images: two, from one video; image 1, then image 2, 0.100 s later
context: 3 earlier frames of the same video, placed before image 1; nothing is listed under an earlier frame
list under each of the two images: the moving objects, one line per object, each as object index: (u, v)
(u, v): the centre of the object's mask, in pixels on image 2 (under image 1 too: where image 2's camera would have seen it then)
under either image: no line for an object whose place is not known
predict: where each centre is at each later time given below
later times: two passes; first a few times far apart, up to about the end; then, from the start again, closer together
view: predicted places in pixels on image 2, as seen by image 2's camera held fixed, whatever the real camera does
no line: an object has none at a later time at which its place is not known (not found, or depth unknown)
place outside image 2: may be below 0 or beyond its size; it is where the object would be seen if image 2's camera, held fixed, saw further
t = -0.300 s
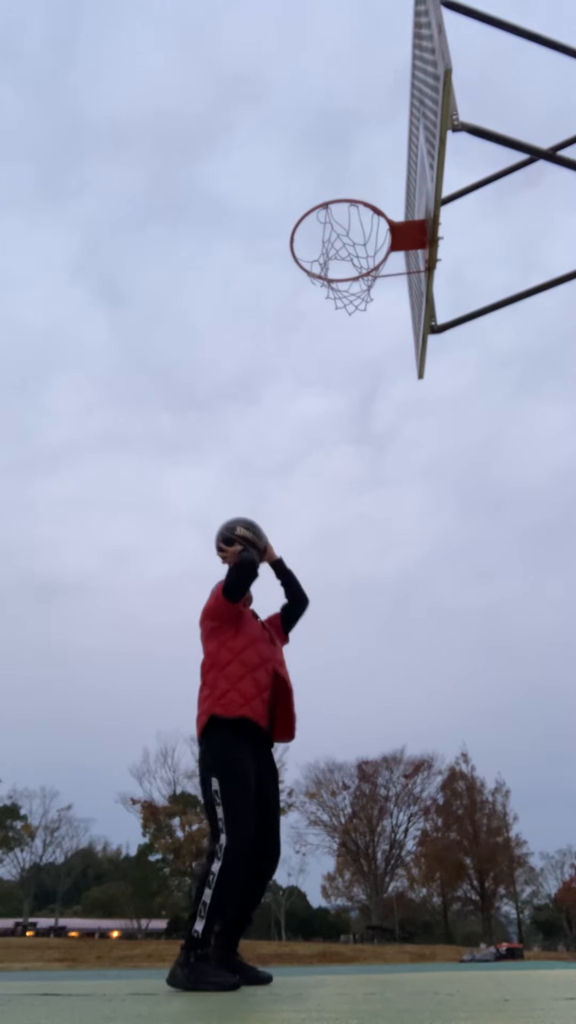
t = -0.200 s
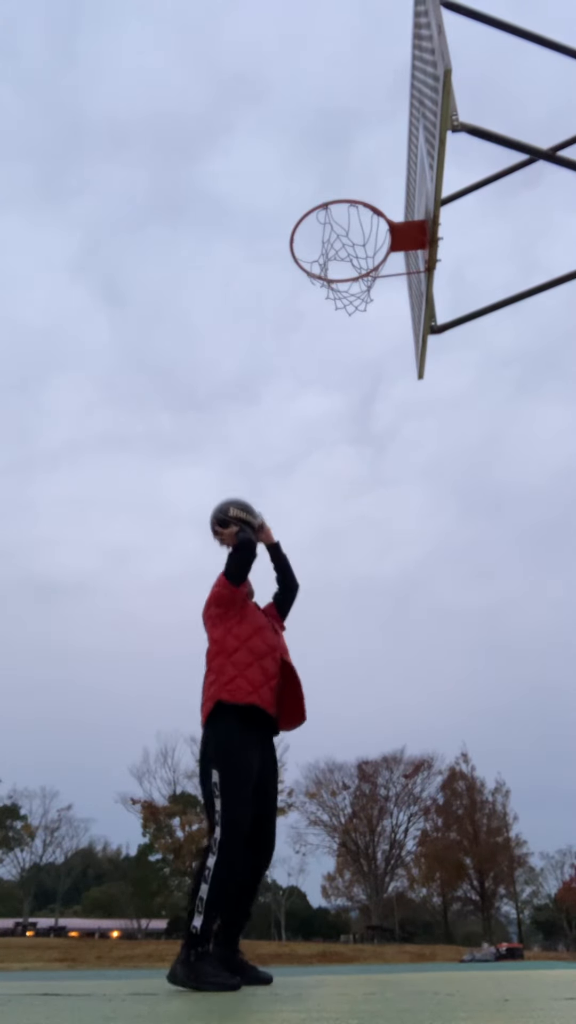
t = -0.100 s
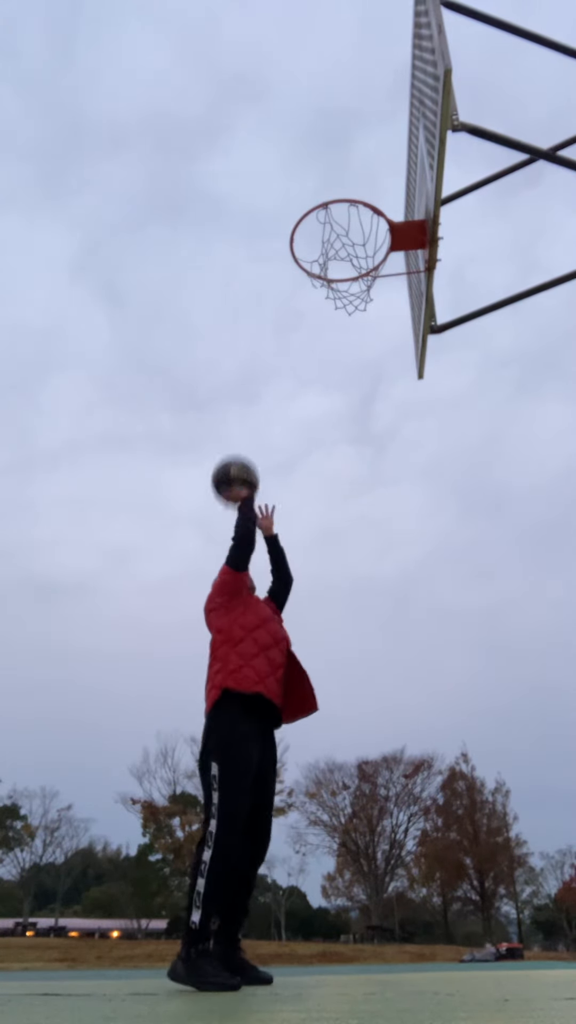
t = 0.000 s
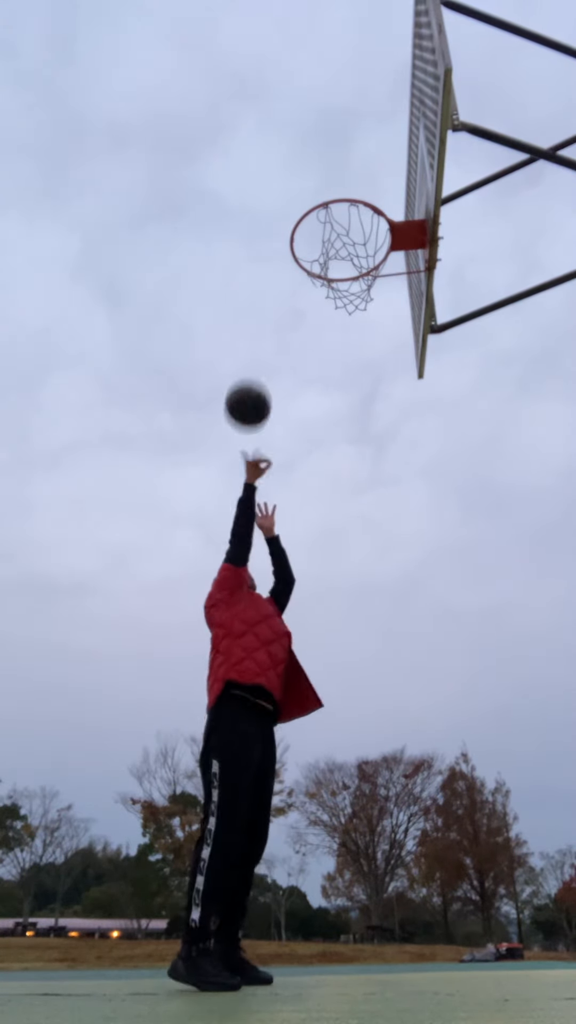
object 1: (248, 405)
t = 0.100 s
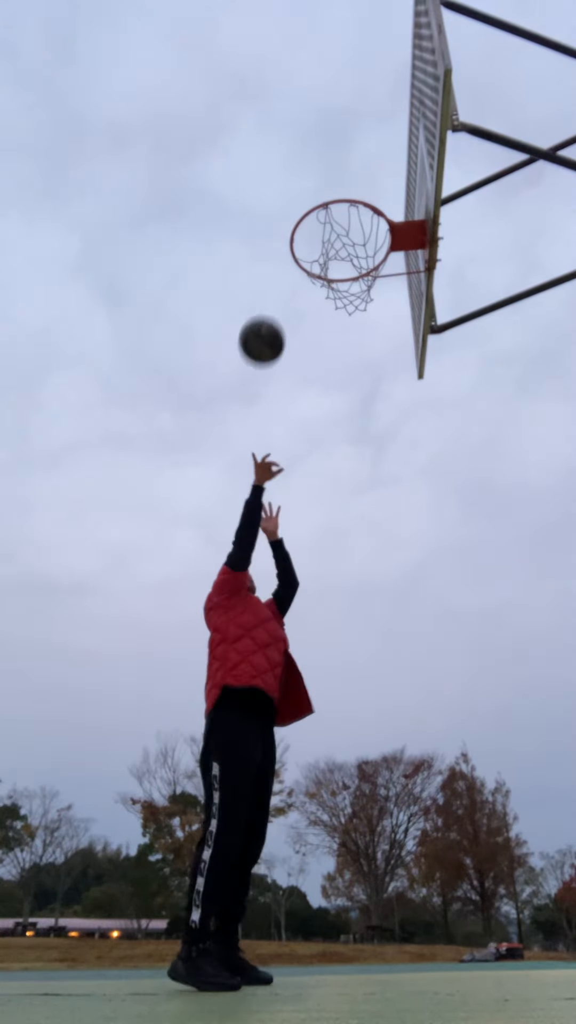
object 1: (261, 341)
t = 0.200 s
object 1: (275, 290)
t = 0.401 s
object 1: (303, 232)
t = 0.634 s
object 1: (346, 241)
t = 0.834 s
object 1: (383, 316)
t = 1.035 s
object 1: (431, 471)
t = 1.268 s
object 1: (523, 843)
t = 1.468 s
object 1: (524, 715)
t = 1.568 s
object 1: (515, 626)
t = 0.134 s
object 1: (266, 322)
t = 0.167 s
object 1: (271, 305)
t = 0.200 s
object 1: (275, 290)
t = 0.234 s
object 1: (280, 277)
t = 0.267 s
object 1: (285, 265)
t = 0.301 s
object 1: (289, 254)
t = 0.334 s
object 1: (294, 246)
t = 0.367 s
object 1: (299, 238)
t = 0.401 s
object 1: (303, 232)
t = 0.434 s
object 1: (309, 227)
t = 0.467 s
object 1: (314, 223)
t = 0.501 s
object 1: (320, 222)
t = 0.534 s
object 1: (326, 224)
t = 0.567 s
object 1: (333, 228)
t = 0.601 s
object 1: (339, 234)
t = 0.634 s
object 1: (346, 241)
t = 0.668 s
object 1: (353, 250)
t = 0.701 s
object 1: (360, 260)
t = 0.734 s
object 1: (366, 271)
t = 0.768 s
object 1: (371, 284)
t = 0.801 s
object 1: (377, 299)
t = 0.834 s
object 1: (383, 316)
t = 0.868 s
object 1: (390, 335)
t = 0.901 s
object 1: (397, 357)
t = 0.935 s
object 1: (405, 382)
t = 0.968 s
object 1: (413, 409)
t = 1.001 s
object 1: (422, 439)
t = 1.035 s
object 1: (431, 471)
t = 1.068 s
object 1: (440, 508)
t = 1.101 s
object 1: (451, 549)
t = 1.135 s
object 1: (463, 595)
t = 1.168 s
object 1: (476, 646)
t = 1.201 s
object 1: (490, 704)
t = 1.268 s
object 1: (523, 843)
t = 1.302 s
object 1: (537, 929)
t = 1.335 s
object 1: (534, 909)
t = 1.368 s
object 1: (537, 851)
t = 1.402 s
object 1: (532, 801)
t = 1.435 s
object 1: (528, 756)
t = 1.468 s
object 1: (524, 715)
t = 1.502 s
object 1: (520, 682)
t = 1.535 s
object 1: (517, 652)
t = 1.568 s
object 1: (515, 626)
